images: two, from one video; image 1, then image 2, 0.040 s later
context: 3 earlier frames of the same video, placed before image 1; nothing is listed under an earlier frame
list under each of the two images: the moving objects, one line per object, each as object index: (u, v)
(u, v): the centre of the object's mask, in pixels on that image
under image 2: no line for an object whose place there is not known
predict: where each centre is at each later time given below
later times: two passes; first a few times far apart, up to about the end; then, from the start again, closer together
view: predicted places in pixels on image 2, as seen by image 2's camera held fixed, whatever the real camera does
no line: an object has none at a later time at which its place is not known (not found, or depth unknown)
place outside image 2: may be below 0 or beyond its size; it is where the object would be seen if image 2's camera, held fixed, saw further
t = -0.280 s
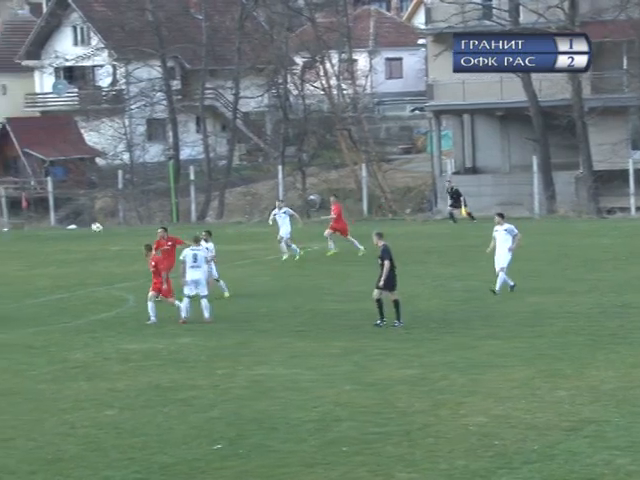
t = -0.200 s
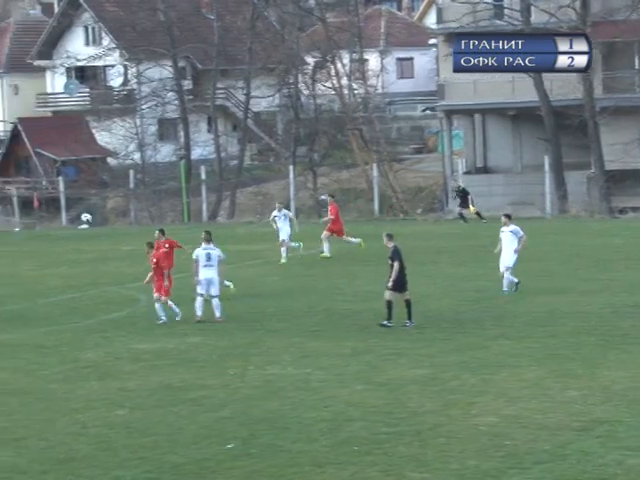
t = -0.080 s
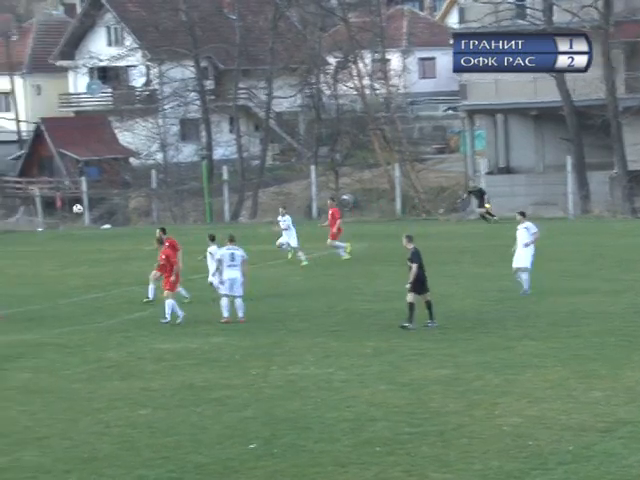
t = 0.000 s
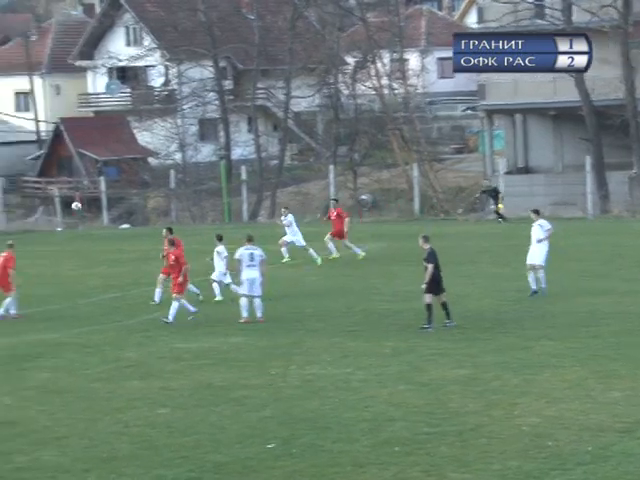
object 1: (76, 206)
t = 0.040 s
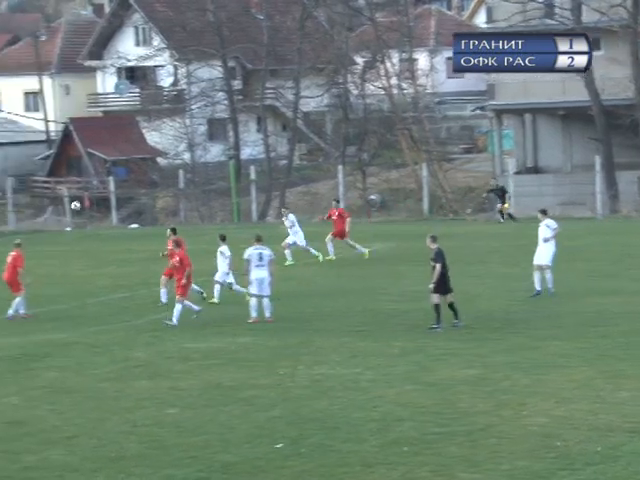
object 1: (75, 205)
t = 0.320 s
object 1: (10, 221)
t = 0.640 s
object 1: (-57, 274)
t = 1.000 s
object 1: (-110, 257)
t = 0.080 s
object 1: (65, 205)
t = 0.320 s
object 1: (10, 221)
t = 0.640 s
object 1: (-57, 274)
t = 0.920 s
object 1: (-100, 265)
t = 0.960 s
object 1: (-105, 261)
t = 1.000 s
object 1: (-110, 257)
